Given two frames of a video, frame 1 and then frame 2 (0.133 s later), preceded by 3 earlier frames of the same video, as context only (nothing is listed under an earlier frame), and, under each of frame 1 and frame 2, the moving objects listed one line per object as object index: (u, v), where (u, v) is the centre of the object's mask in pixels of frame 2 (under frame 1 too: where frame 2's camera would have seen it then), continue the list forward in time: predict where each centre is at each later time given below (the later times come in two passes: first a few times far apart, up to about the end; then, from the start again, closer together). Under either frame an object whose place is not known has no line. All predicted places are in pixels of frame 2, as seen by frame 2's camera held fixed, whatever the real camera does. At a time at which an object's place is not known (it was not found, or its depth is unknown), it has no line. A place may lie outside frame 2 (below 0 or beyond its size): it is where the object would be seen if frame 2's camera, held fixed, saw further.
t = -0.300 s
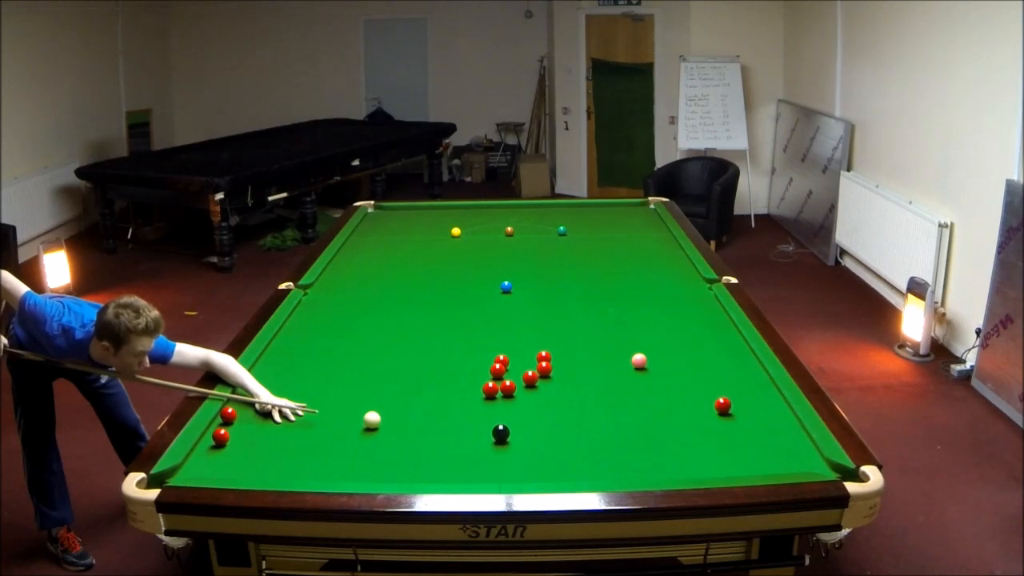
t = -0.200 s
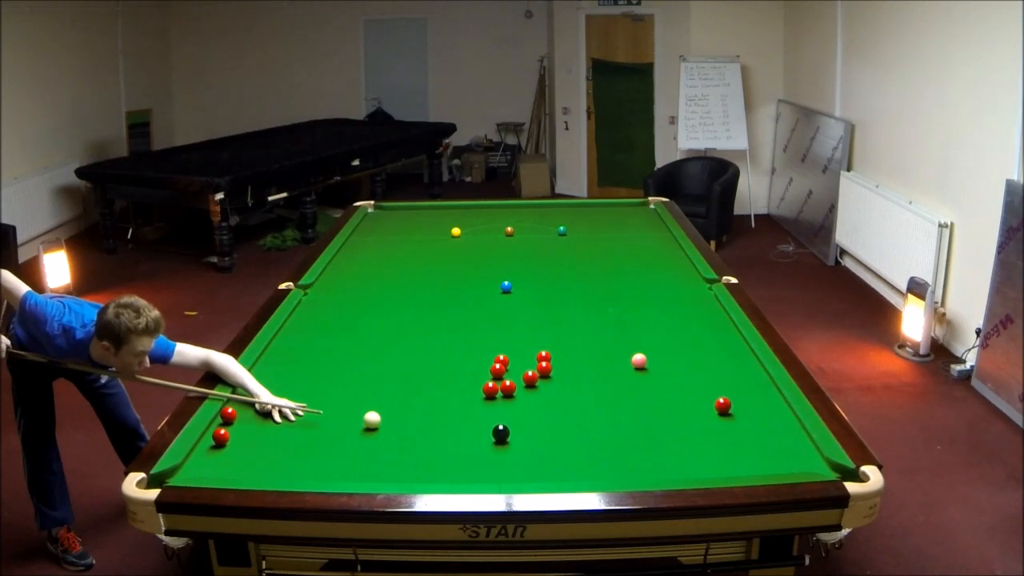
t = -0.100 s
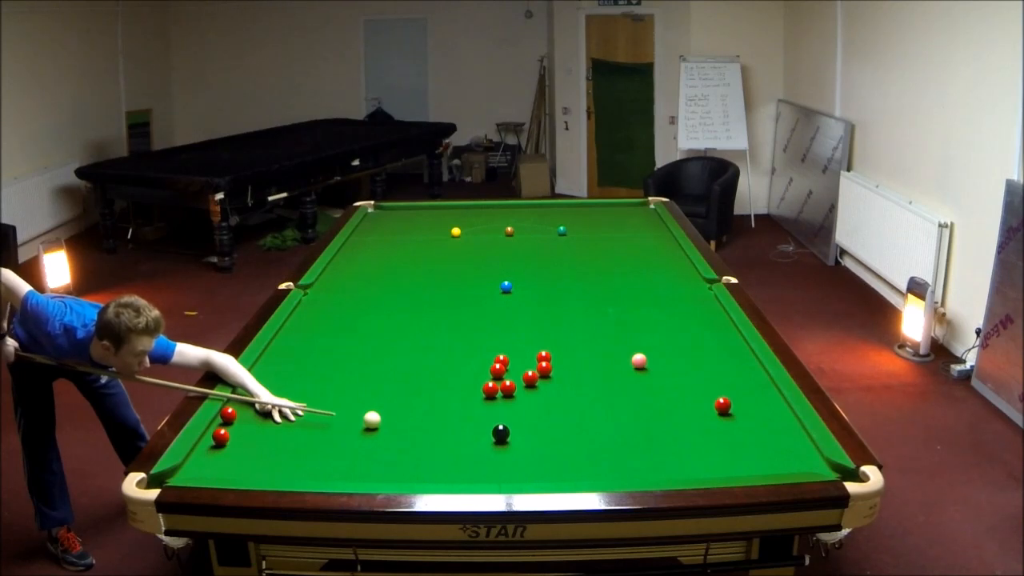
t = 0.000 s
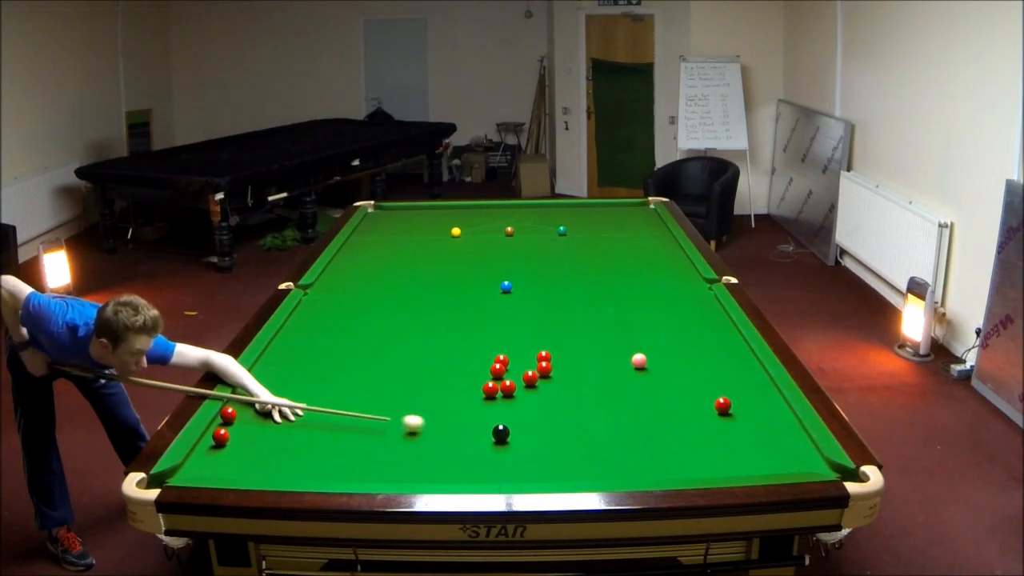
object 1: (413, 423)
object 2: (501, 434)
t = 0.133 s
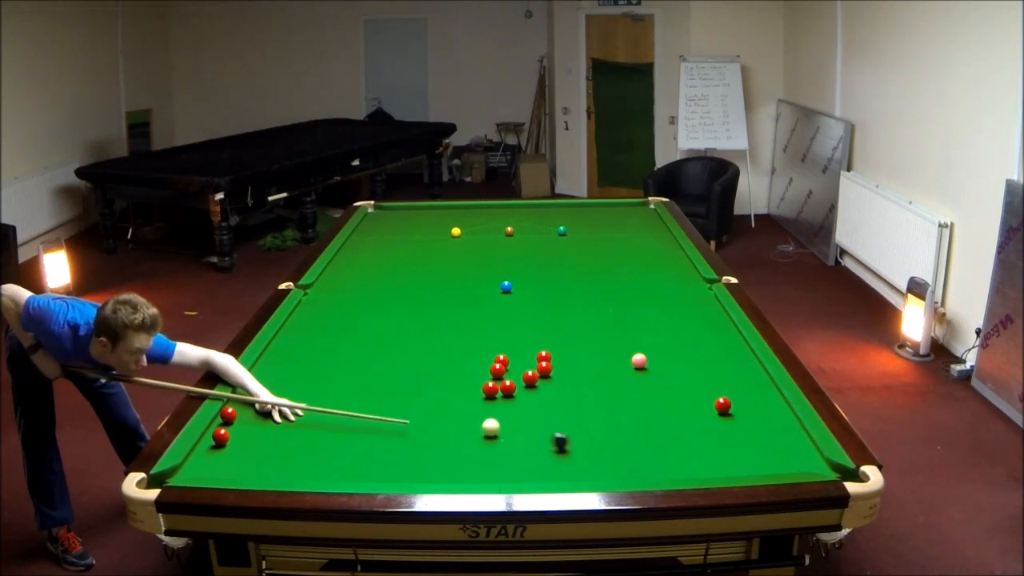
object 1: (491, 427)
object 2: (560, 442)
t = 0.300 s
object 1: (519, 423)
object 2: (712, 462)
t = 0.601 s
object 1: (570, 415)
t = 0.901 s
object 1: (617, 407)
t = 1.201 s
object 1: (660, 399)
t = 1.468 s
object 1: (695, 393)
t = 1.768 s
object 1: (731, 386)
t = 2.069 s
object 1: (763, 380)
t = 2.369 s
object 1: (741, 378)
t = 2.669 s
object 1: (718, 376)
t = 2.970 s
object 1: (698, 374)
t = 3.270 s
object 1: (679, 373)
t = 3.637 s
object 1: (659, 371)
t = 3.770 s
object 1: (653, 370)
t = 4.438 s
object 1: (627, 368)
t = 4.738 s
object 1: (619, 367)
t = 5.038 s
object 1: (612, 367)
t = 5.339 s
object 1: (608, 367)
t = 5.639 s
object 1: (605, 367)
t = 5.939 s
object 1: (605, 367)
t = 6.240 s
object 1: (605, 367)
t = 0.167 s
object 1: (495, 427)
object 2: (592, 447)
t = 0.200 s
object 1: (501, 426)
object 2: (622, 451)
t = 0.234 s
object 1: (506, 425)
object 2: (652, 454)
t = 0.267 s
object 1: (513, 424)
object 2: (683, 458)
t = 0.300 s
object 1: (519, 423)
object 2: (712, 462)
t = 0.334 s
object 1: (524, 422)
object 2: (741, 464)
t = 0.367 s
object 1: (530, 421)
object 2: (769, 465)
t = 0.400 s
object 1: (536, 420)
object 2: (795, 466)
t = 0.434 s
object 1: (542, 419)
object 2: (821, 468)
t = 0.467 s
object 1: (547, 418)
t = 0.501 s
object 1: (553, 417)
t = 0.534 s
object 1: (559, 416)
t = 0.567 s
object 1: (564, 415)
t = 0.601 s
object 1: (570, 415)
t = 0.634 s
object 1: (575, 414)
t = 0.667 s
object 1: (581, 413)
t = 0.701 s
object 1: (586, 412)
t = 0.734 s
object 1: (591, 411)
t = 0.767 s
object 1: (597, 410)
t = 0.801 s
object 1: (602, 409)
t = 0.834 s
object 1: (607, 408)
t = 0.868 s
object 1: (612, 407)
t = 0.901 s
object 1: (617, 407)
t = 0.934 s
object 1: (622, 406)
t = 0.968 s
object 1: (627, 405)
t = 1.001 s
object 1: (632, 404)
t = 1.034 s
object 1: (637, 403)
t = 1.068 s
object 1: (642, 402)
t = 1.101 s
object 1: (646, 401)
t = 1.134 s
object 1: (651, 401)
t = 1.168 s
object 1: (656, 400)
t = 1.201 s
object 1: (660, 399)
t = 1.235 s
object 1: (665, 399)
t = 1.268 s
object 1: (669, 398)
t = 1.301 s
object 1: (673, 397)
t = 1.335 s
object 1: (678, 396)
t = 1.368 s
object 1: (682, 395)
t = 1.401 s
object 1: (686, 395)
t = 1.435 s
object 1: (690, 394)
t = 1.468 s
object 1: (695, 393)
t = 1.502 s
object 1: (699, 392)
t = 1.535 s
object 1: (703, 391)
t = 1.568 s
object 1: (707, 391)
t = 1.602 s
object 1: (711, 390)
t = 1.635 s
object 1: (715, 389)
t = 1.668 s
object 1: (719, 388)
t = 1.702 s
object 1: (723, 388)
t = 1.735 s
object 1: (727, 387)
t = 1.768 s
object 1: (731, 386)
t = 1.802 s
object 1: (734, 386)
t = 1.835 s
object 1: (738, 385)
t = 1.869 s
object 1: (742, 384)
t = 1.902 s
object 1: (745, 383)
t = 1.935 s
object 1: (749, 383)
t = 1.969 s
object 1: (752, 382)
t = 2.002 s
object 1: (756, 381)
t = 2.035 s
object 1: (759, 381)
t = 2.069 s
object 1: (763, 380)
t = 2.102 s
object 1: (764, 380)
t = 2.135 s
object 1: (761, 379)
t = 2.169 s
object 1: (758, 379)
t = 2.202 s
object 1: (755, 379)
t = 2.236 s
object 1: (752, 379)
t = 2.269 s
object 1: (750, 378)
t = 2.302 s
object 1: (747, 378)
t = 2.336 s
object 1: (744, 378)
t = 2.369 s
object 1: (741, 378)
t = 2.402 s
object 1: (739, 377)
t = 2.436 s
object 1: (736, 377)
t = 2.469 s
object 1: (733, 377)
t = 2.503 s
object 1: (731, 377)
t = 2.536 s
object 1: (728, 377)
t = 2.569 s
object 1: (726, 376)
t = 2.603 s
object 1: (723, 376)
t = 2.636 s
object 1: (721, 376)
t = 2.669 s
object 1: (718, 376)
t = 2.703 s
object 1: (716, 376)
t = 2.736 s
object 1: (714, 375)
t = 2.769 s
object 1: (711, 375)
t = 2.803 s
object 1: (709, 375)
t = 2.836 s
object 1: (706, 375)
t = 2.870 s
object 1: (704, 375)
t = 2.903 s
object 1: (702, 375)
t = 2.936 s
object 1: (700, 374)
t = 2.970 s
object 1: (698, 374)
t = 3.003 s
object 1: (695, 374)
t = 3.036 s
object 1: (693, 374)
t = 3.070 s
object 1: (691, 374)
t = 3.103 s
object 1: (689, 374)
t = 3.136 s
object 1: (687, 373)
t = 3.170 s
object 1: (685, 373)
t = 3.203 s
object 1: (683, 373)
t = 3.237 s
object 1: (681, 373)
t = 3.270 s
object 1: (679, 373)
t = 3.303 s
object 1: (677, 373)
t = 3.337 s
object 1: (675, 372)
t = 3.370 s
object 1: (673, 372)
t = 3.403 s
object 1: (672, 372)
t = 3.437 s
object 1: (670, 372)
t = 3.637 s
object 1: (659, 371)
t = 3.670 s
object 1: (658, 371)
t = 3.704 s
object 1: (656, 371)
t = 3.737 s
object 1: (655, 371)
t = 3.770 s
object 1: (653, 370)
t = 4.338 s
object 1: (629, 368)
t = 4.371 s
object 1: (629, 368)
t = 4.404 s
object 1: (628, 368)
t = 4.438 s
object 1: (627, 368)
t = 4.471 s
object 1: (626, 368)
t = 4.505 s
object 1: (625, 368)
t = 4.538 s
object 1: (624, 367)
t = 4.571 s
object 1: (623, 367)
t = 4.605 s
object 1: (622, 367)
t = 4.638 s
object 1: (621, 367)
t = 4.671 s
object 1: (620, 367)
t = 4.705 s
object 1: (619, 367)
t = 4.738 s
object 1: (619, 367)
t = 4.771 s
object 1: (618, 367)
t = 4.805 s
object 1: (617, 367)
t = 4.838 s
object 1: (616, 367)
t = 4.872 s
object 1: (615, 367)
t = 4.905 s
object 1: (615, 367)
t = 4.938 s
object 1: (614, 368)
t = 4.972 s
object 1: (613, 367)
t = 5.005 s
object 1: (613, 367)
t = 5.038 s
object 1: (612, 367)
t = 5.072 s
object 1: (612, 367)
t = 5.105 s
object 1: (611, 367)
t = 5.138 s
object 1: (610, 367)
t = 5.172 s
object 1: (610, 367)
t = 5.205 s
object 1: (609, 367)
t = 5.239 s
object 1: (609, 367)
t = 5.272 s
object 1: (608, 367)
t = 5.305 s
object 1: (608, 367)
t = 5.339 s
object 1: (608, 367)
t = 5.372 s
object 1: (607, 367)
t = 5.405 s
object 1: (607, 366)
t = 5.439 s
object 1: (607, 367)
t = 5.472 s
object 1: (606, 367)
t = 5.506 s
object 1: (606, 367)
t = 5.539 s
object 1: (606, 367)
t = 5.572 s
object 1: (605, 367)
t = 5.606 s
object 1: (605, 367)
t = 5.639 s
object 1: (605, 367)
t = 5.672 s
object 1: (605, 367)
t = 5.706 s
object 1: (605, 367)
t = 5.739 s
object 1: (605, 367)
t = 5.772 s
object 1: (605, 367)
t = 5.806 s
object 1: (605, 367)
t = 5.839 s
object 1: (605, 367)
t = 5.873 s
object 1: (605, 367)
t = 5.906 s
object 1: (605, 367)
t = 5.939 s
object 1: (605, 367)
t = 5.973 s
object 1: (605, 367)
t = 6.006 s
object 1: (605, 367)
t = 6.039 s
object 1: (605, 367)
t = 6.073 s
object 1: (605, 367)
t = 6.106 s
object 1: (605, 367)
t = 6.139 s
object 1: (605, 367)
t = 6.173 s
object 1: (605, 367)
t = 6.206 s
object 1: (605, 367)
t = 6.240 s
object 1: (605, 367)
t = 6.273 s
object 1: (605, 367)
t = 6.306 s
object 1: (605, 367)
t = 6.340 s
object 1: (605, 367)
